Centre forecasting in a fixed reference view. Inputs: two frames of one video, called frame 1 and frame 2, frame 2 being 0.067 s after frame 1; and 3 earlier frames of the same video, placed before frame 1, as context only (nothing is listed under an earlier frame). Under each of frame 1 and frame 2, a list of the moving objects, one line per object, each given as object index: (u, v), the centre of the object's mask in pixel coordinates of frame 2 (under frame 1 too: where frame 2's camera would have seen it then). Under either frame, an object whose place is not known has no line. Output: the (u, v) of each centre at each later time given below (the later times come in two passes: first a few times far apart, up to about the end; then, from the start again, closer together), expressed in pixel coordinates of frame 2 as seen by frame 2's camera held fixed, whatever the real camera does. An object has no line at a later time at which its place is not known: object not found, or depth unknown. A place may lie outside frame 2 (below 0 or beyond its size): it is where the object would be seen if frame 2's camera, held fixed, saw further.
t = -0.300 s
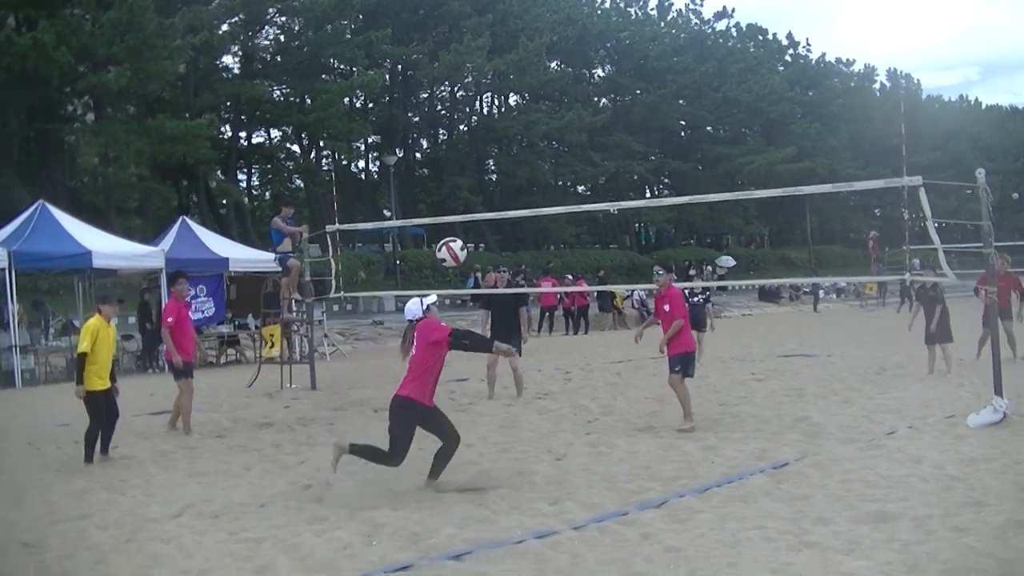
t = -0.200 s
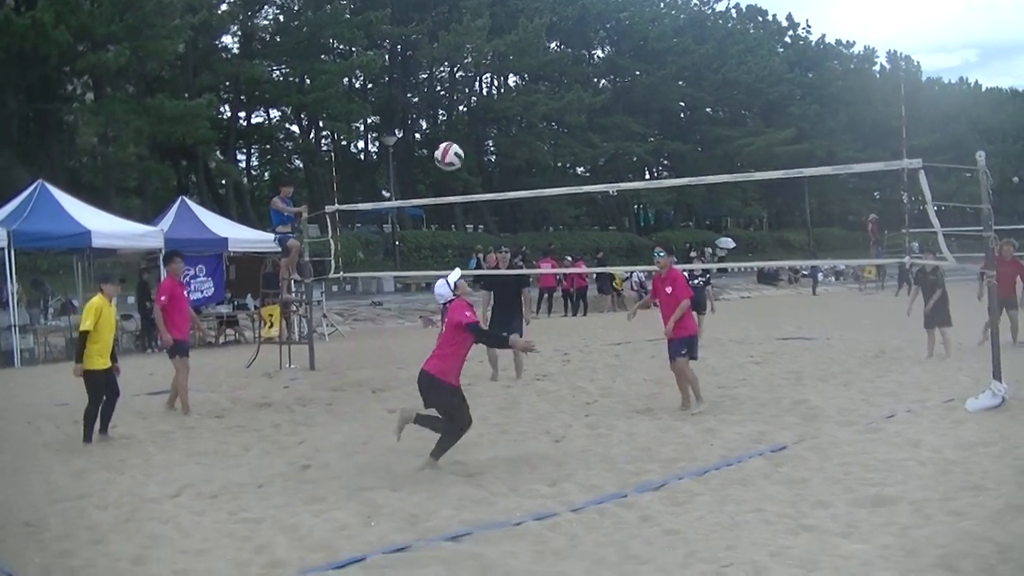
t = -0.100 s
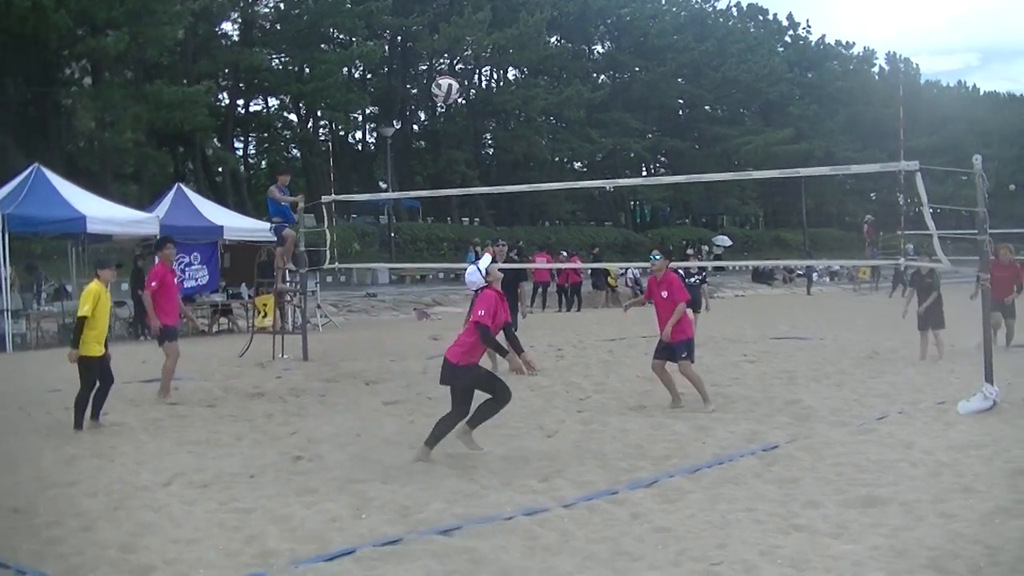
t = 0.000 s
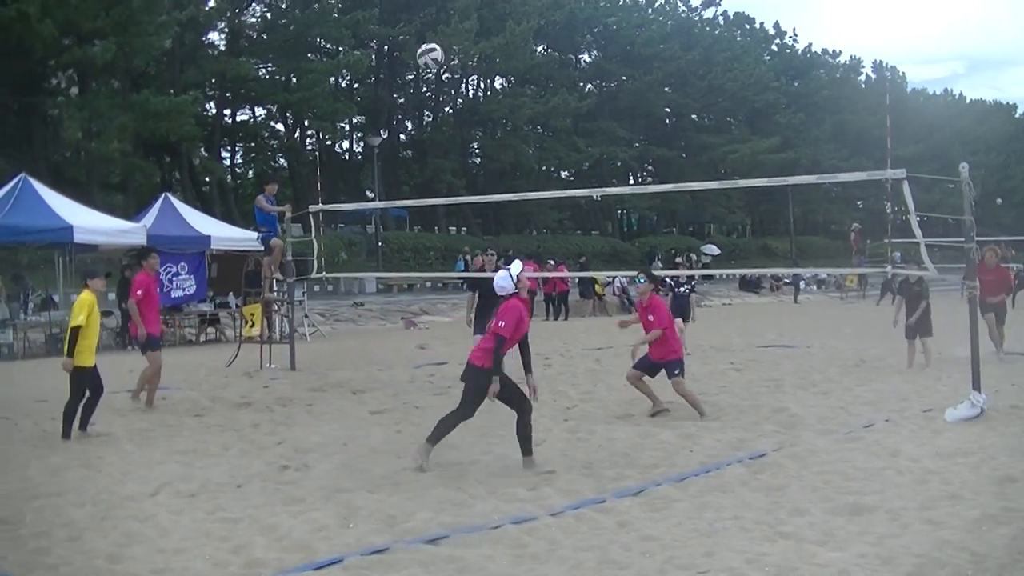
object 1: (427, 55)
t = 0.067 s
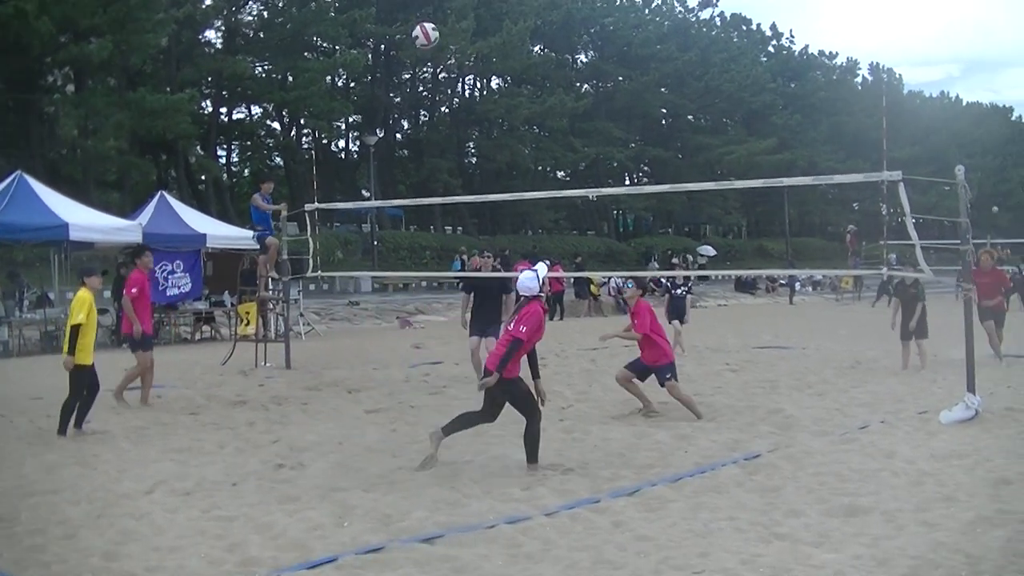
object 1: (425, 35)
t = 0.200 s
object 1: (420, 12)
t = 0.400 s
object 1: (417, 10)
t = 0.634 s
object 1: (408, 63)
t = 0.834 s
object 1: (407, 140)
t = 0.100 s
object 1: (424, 27)
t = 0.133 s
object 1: (423, 21)
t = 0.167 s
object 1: (422, 15)
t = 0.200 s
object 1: (420, 12)
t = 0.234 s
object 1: (418, 11)
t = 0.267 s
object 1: (418, 11)
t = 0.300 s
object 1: (419, 11)
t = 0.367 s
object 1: (418, 6)
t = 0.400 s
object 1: (417, 10)
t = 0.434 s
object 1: (415, 14)
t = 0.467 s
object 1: (414, 19)
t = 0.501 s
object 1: (412, 27)
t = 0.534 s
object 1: (412, 33)
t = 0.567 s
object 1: (410, 42)
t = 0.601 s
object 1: (409, 51)
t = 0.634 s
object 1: (408, 63)
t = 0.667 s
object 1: (407, 73)
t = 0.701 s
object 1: (407, 84)
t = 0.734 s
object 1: (407, 97)
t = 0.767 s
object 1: (407, 111)
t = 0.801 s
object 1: (407, 125)
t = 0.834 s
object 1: (407, 140)
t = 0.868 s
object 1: (407, 156)
